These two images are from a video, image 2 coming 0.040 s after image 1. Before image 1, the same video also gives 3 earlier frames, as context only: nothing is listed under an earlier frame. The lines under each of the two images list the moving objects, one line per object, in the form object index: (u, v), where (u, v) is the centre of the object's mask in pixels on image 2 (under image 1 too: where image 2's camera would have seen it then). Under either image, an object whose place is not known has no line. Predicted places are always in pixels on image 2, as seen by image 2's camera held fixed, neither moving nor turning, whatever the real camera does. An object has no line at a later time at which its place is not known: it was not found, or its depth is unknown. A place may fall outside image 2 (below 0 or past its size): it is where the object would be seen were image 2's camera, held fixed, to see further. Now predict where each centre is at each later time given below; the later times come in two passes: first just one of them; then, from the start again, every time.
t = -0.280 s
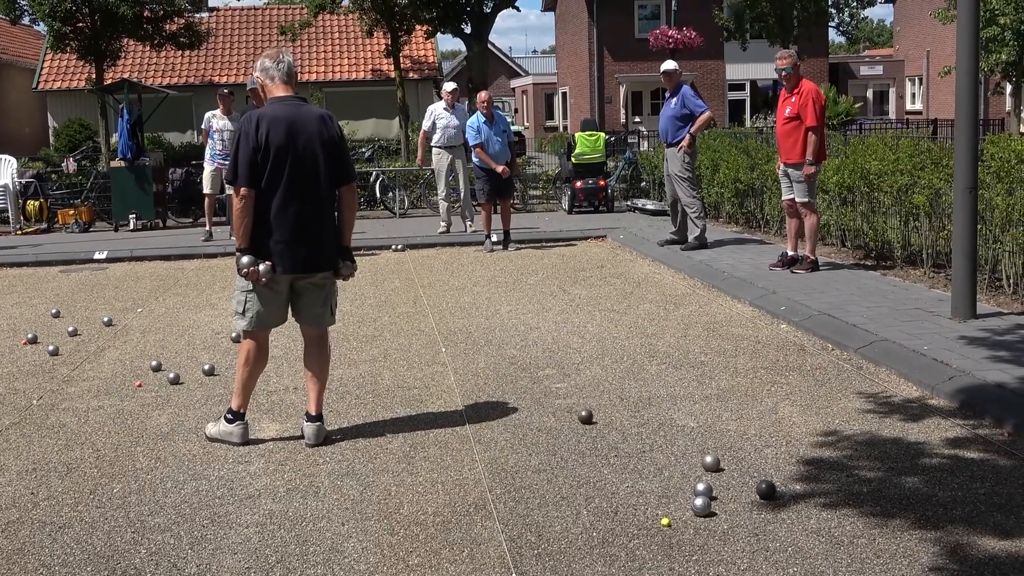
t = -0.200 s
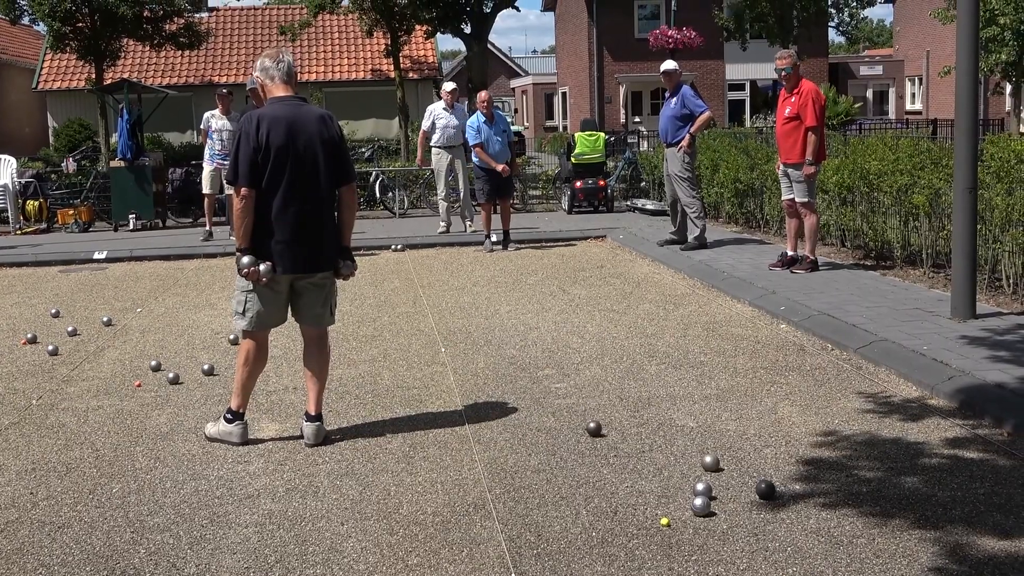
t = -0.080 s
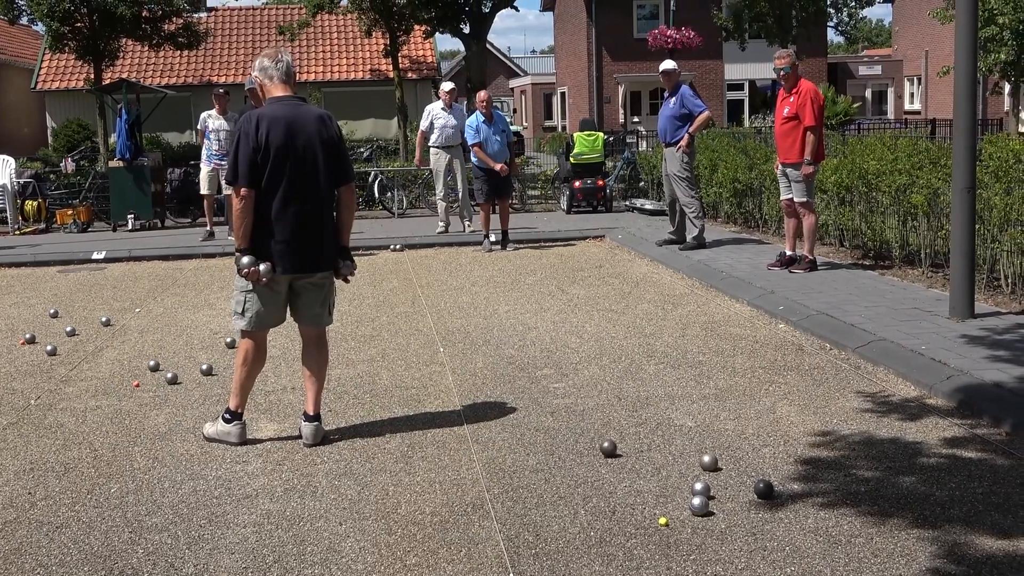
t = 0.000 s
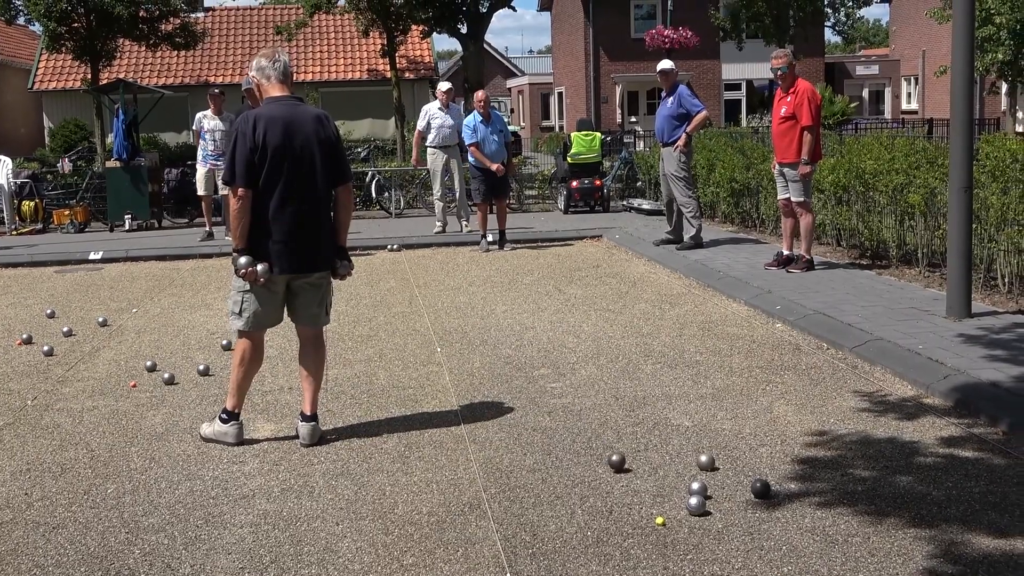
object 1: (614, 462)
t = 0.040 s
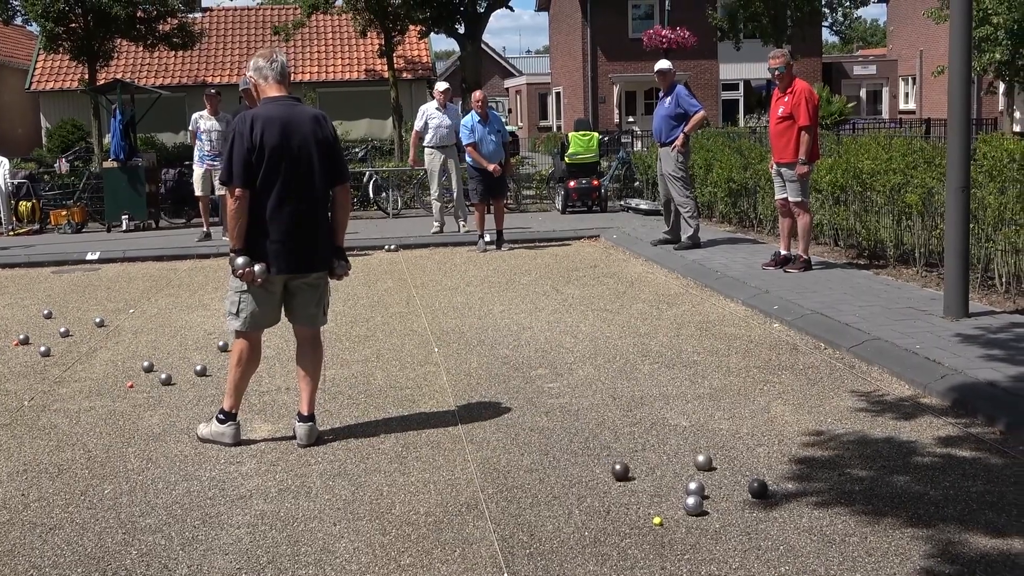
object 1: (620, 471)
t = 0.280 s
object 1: (661, 520)
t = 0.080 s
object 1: (627, 479)
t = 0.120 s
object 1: (633, 487)
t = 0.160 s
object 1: (641, 495)
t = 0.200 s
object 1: (647, 503)
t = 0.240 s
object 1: (654, 512)
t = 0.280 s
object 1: (661, 520)
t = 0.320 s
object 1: (670, 532)
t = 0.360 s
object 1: (679, 541)
